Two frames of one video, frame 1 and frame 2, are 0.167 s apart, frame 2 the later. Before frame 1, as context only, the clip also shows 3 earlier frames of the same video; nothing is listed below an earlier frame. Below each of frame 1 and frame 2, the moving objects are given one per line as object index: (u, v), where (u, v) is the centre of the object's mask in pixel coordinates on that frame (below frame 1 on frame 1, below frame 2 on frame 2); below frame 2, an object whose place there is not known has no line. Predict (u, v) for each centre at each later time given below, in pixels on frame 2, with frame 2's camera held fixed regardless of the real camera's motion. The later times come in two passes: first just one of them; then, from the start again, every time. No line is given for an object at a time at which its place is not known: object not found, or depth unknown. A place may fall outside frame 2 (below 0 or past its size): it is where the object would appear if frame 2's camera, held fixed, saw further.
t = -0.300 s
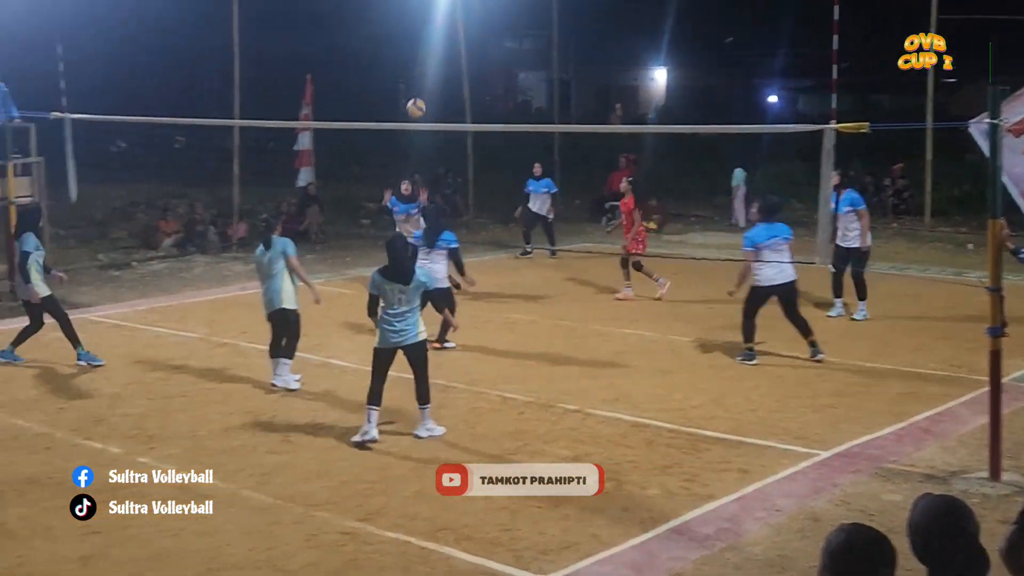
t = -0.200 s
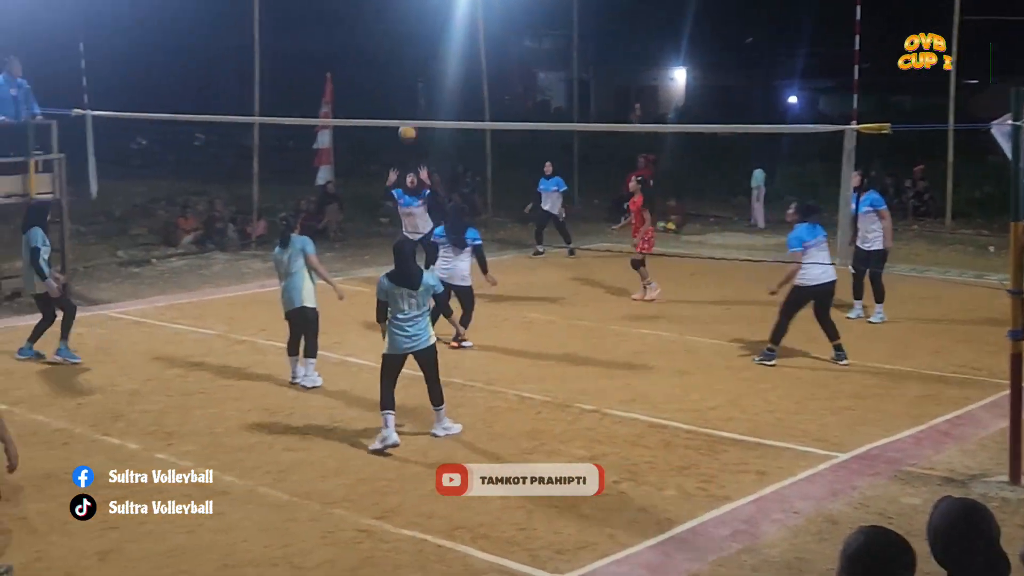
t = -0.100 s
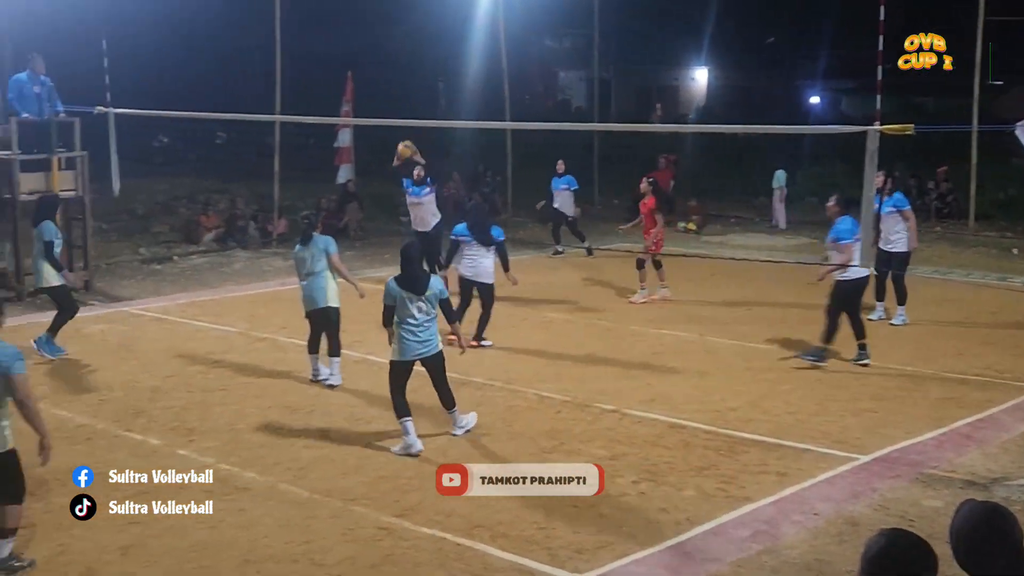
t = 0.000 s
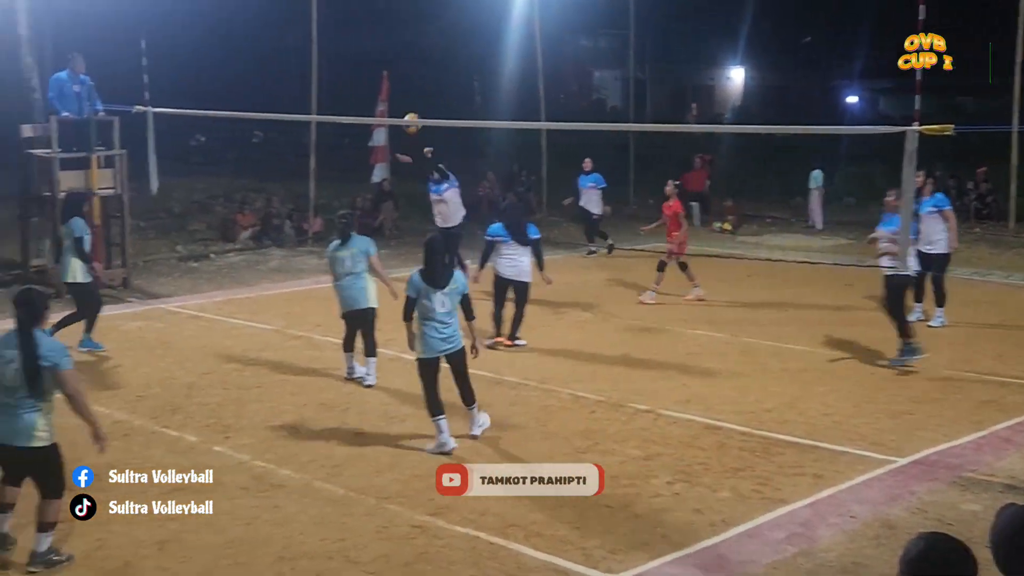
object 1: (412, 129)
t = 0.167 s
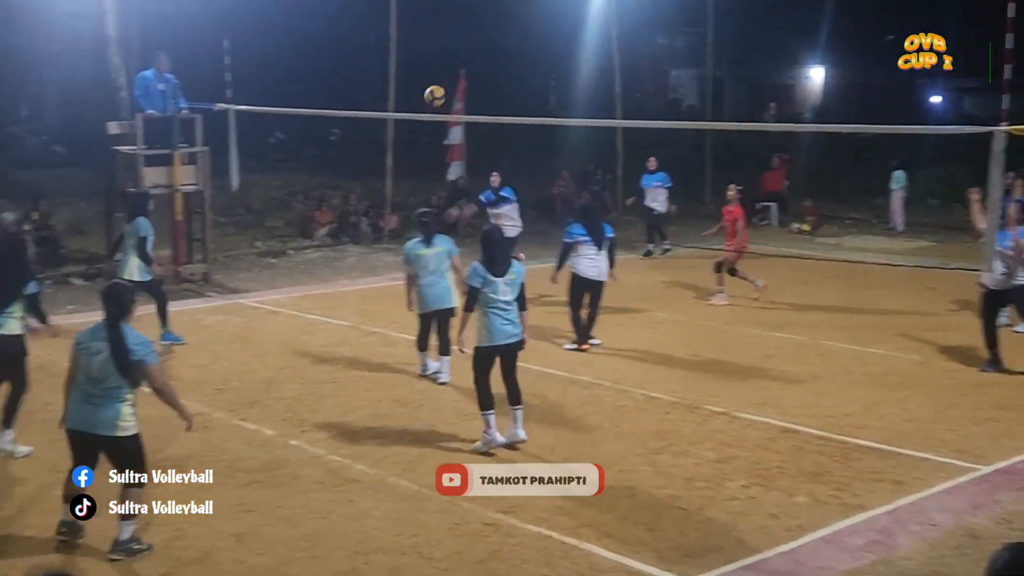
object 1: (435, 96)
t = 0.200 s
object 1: (425, 93)
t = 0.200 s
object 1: (425, 93)
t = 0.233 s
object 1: (414, 91)
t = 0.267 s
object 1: (404, 91)
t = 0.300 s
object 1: (393, 92)
